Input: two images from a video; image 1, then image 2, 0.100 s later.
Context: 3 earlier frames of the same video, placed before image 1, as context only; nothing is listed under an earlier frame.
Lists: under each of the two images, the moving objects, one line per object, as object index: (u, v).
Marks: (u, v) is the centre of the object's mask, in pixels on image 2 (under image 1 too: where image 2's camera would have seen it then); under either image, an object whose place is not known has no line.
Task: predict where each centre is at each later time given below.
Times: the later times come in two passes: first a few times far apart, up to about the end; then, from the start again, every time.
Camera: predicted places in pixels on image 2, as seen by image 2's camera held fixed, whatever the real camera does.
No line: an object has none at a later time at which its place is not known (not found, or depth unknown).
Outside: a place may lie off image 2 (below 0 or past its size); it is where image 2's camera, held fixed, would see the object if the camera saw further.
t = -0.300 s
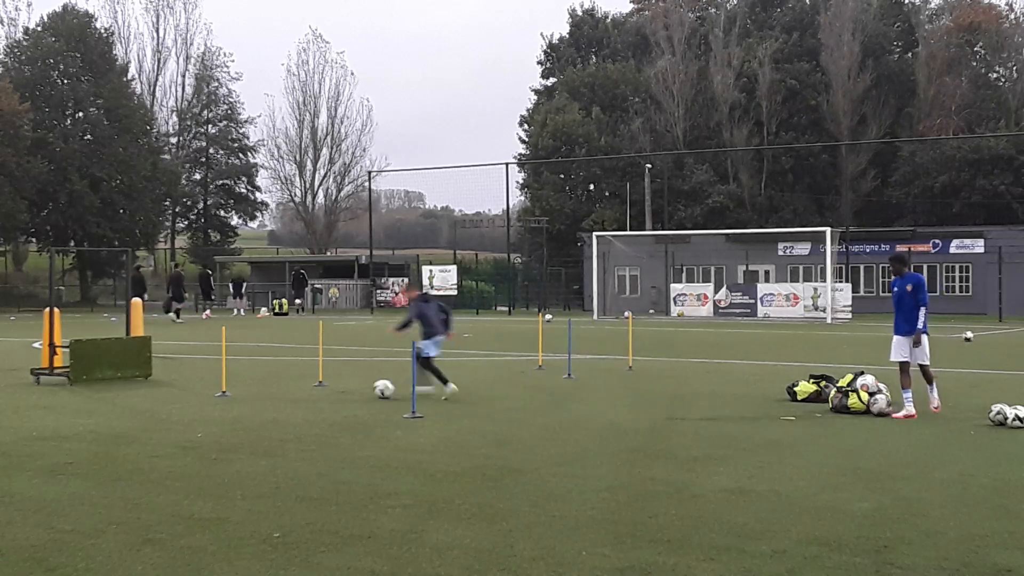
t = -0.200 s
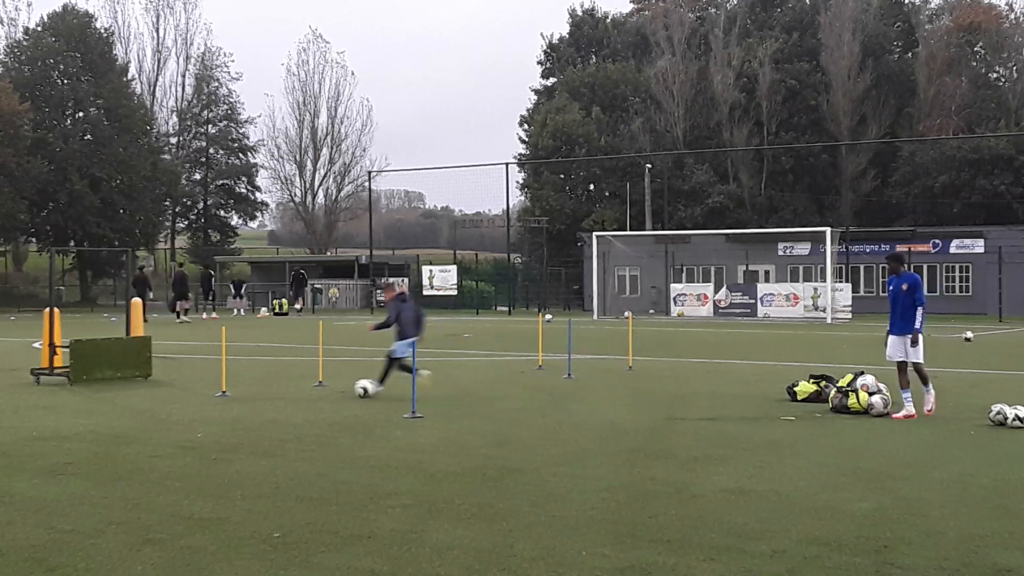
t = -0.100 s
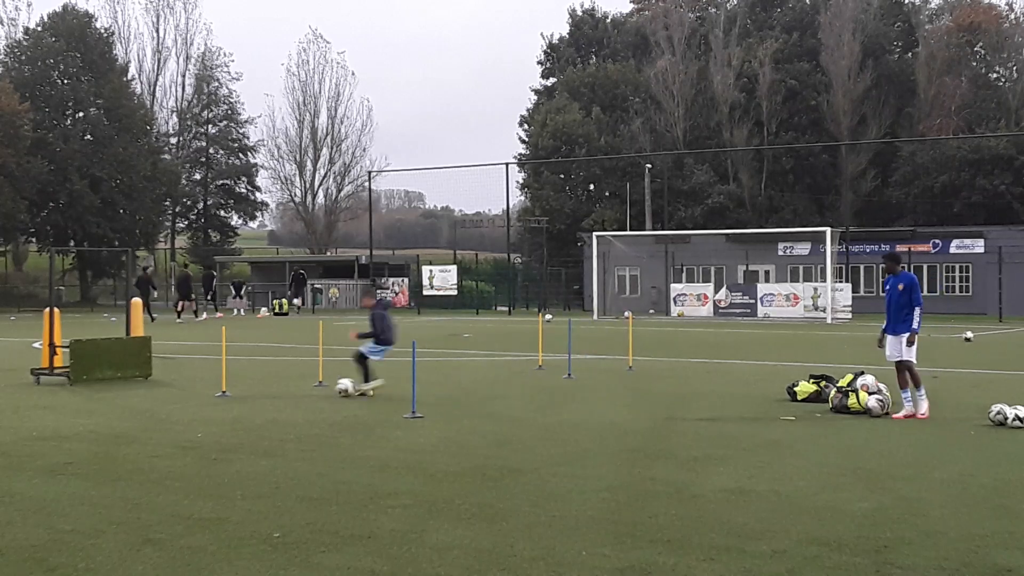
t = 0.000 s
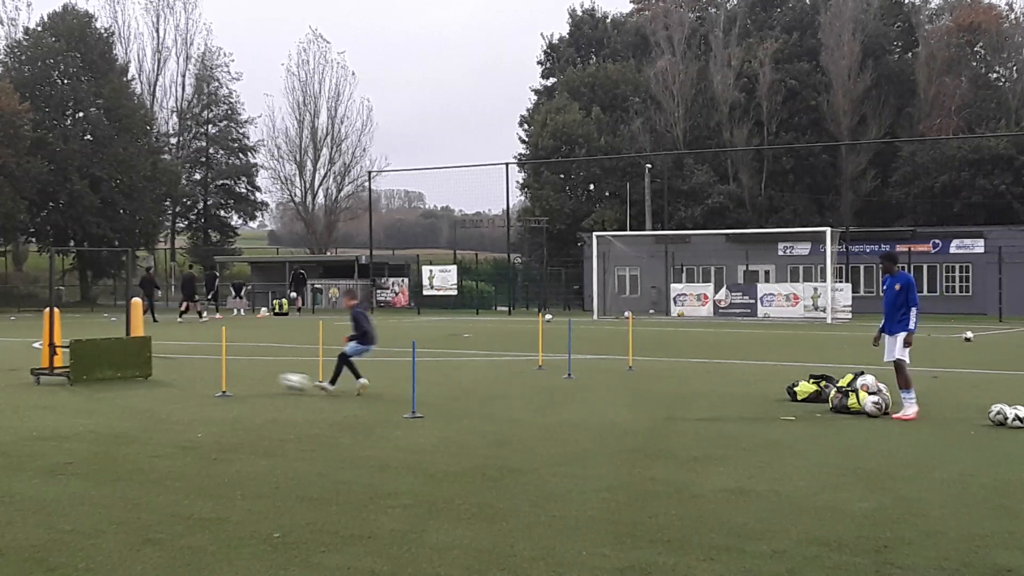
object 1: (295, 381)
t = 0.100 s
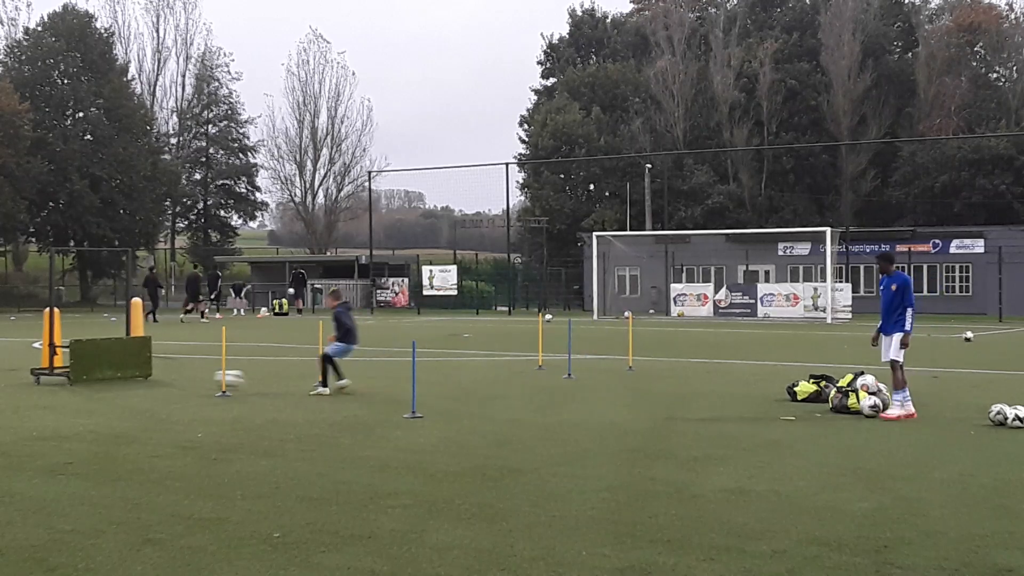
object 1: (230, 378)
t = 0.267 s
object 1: (134, 372)
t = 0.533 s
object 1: (190, 374)
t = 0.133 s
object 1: (208, 379)
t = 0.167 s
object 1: (189, 377)
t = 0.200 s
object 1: (170, 374)
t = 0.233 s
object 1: (152, 373)
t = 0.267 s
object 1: (134, 372)
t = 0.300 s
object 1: (118, 372)
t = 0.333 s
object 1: (124, 371)
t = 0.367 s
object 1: (136, 371)
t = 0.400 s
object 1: (147, 372)
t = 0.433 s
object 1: (158, 374)
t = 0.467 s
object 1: (169, 376)
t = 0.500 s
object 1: (180, 376)
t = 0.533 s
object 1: (190, 374)
